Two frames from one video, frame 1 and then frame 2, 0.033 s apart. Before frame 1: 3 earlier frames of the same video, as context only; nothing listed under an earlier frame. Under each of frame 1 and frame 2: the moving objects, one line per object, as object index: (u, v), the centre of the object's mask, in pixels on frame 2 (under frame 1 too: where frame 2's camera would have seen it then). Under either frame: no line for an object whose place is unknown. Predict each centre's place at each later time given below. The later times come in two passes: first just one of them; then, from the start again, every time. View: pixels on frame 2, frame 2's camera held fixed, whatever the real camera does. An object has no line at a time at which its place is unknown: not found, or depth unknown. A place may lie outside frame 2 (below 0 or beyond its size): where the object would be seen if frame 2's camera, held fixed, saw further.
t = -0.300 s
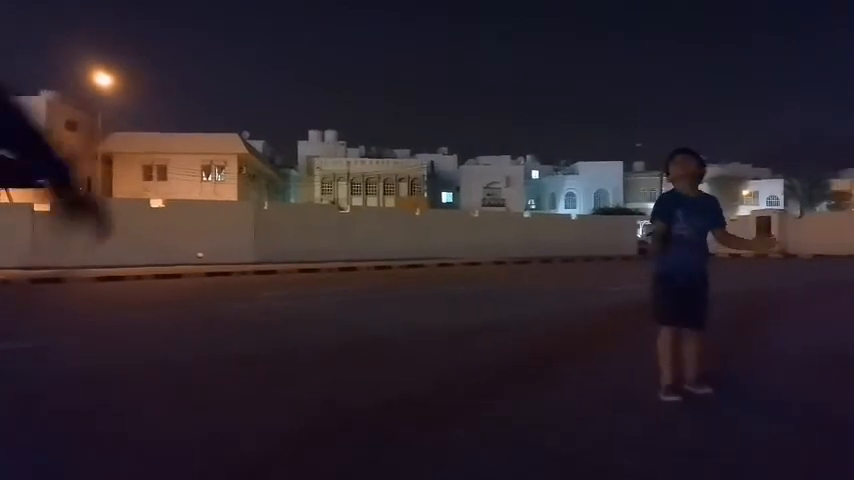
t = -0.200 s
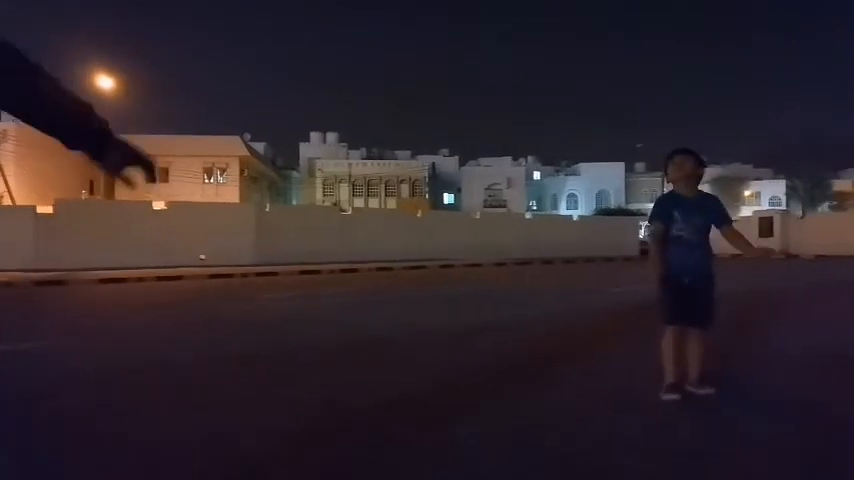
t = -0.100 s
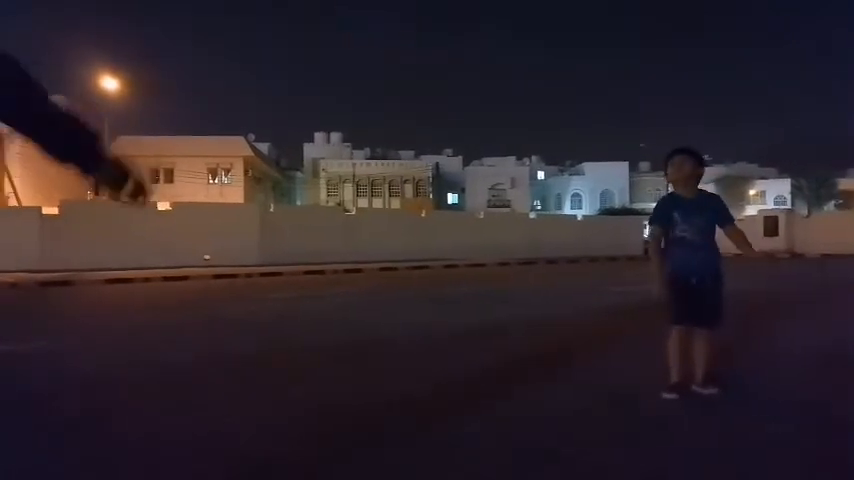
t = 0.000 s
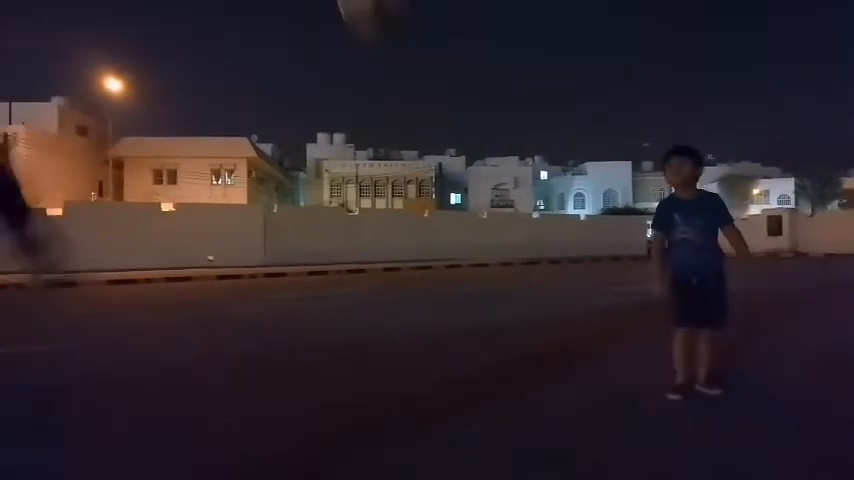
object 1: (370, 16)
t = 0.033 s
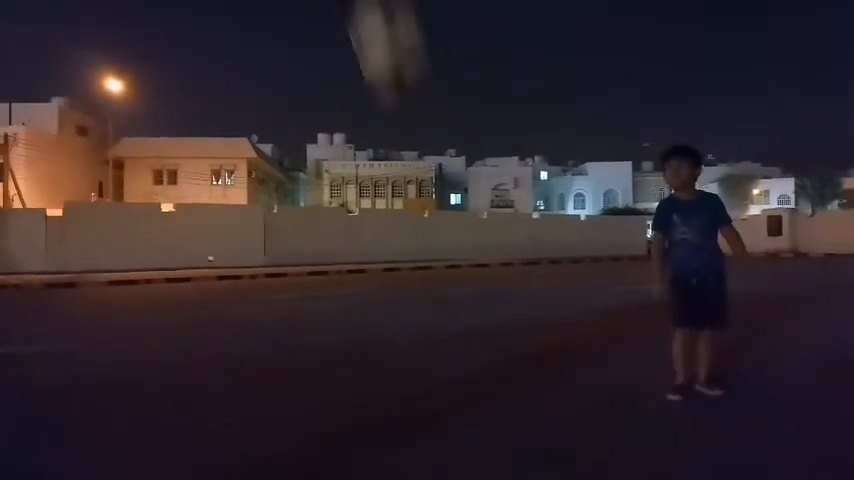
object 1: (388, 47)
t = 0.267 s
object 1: (525, 437)
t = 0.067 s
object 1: (409, 107)
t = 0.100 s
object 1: (436, 172)
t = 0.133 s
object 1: (463, 267)
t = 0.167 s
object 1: (472, 341)
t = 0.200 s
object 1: (495, 419)
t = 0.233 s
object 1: (511, 460)
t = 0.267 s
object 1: (525, 437)
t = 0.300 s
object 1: (536, 385)
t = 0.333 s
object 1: (545, 339)
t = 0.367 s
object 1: (558, 302)
